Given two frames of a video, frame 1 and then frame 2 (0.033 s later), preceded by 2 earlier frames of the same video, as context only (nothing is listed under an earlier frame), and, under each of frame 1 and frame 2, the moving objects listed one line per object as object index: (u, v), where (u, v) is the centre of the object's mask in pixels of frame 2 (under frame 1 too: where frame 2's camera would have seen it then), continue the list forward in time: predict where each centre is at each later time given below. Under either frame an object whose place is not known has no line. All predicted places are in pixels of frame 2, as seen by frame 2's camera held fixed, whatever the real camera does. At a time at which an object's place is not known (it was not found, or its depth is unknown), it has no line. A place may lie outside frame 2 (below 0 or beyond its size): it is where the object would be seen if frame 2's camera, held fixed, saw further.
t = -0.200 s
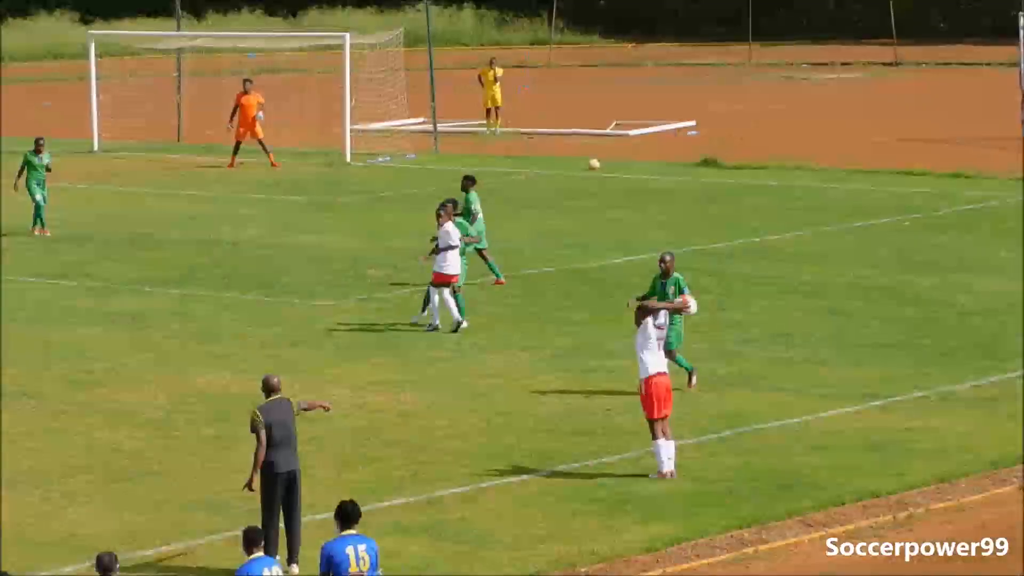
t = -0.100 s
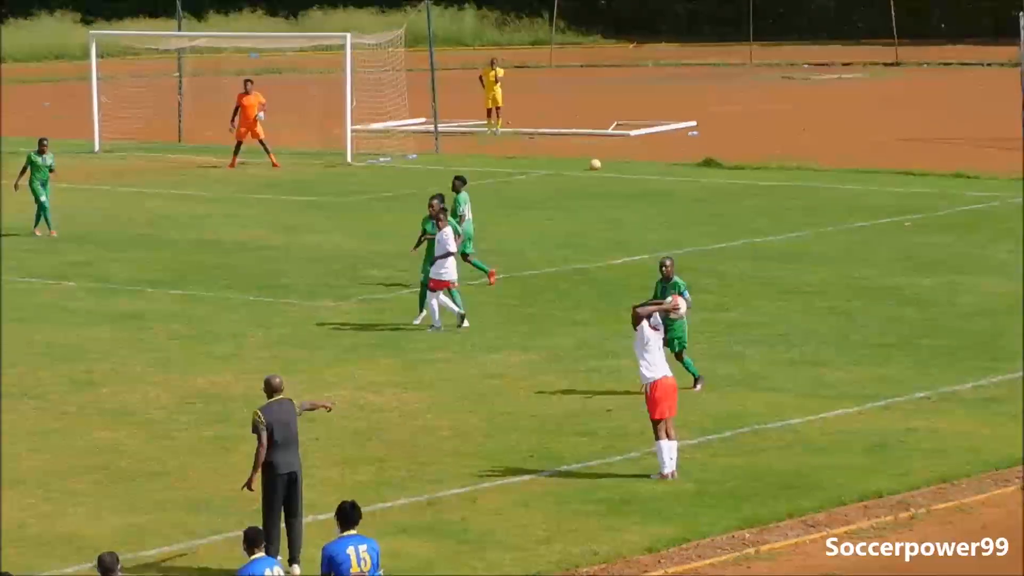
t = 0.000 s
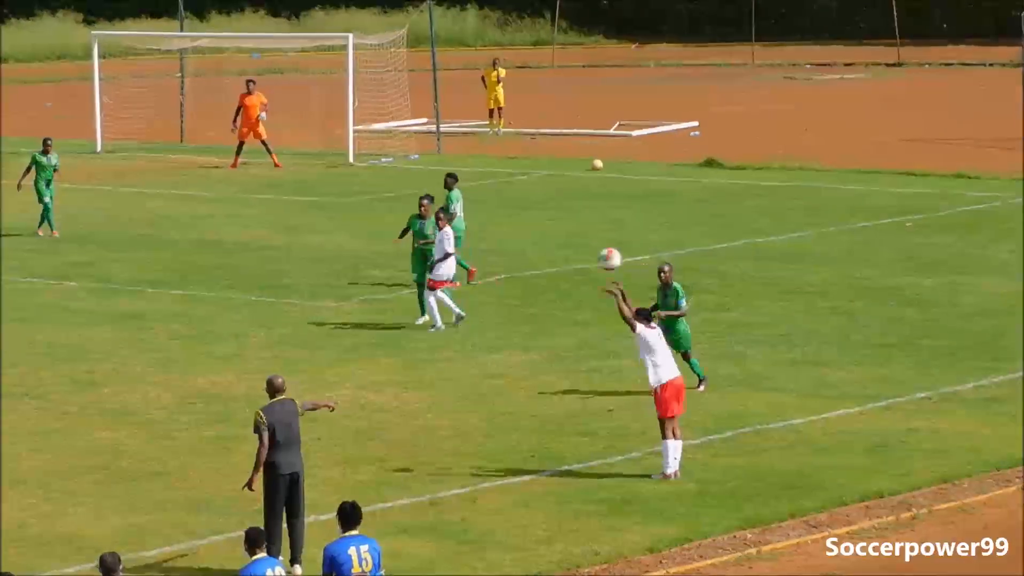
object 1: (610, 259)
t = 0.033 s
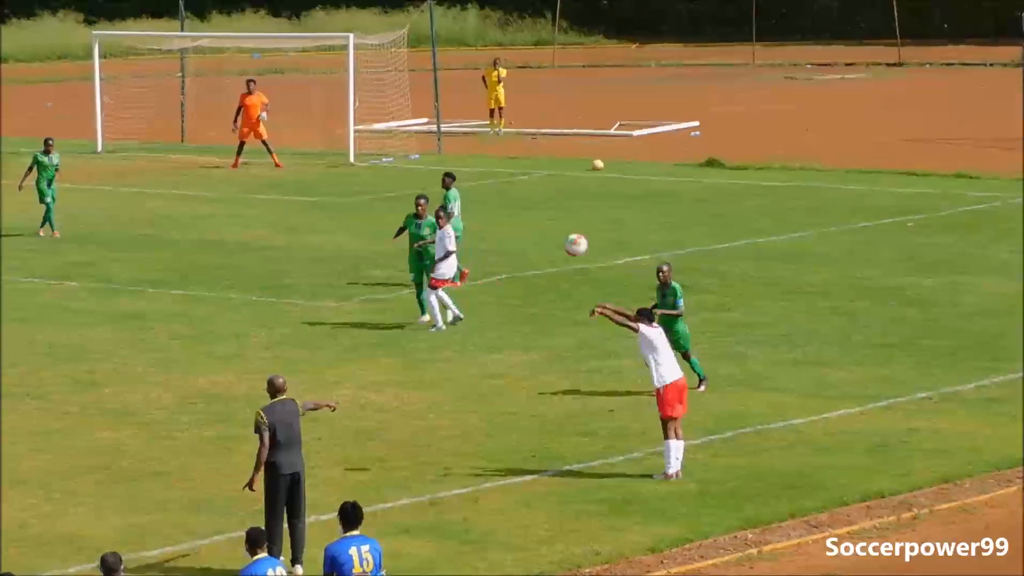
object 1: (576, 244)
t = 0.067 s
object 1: (542, 230)
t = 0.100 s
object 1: (508, 220)
